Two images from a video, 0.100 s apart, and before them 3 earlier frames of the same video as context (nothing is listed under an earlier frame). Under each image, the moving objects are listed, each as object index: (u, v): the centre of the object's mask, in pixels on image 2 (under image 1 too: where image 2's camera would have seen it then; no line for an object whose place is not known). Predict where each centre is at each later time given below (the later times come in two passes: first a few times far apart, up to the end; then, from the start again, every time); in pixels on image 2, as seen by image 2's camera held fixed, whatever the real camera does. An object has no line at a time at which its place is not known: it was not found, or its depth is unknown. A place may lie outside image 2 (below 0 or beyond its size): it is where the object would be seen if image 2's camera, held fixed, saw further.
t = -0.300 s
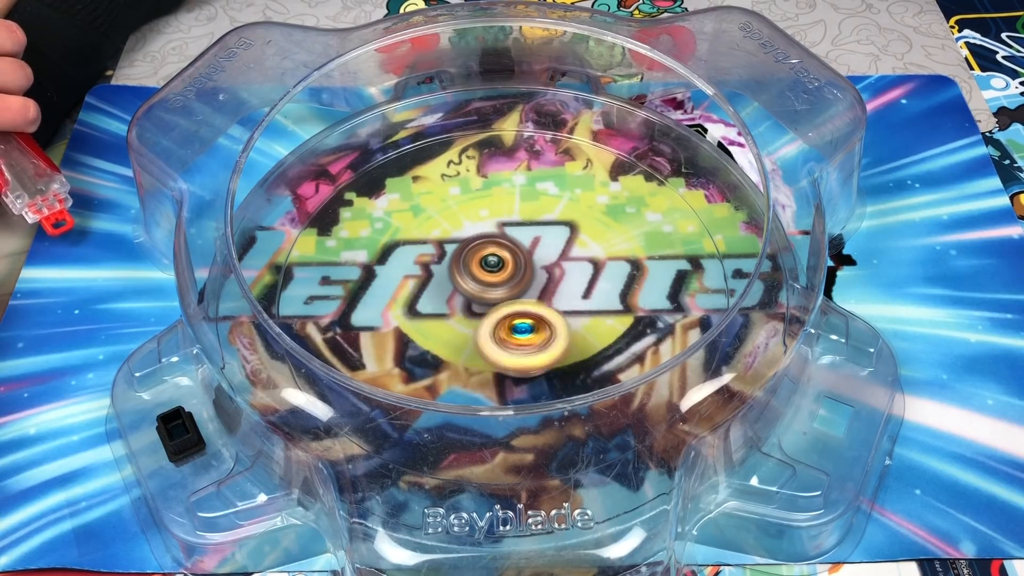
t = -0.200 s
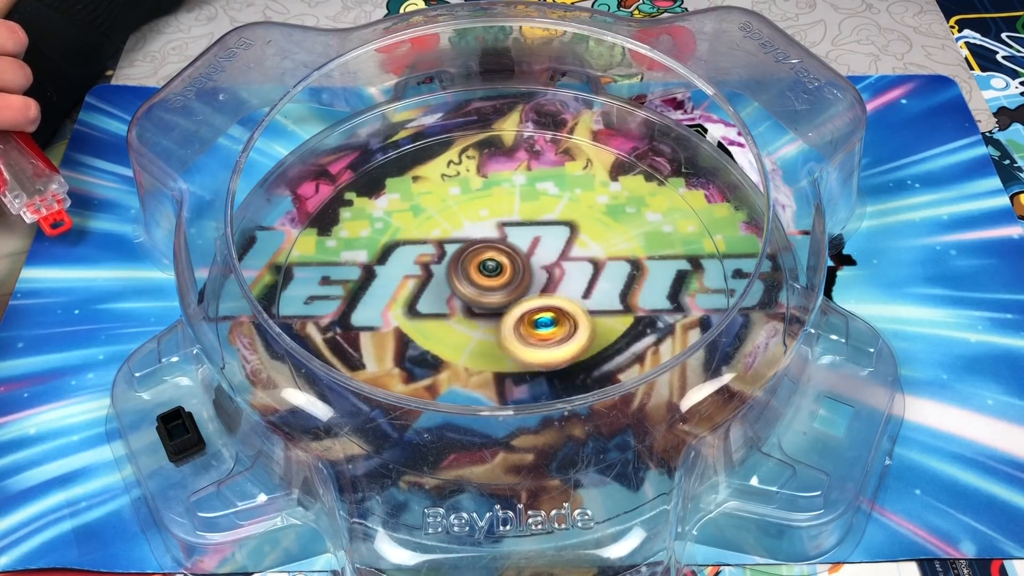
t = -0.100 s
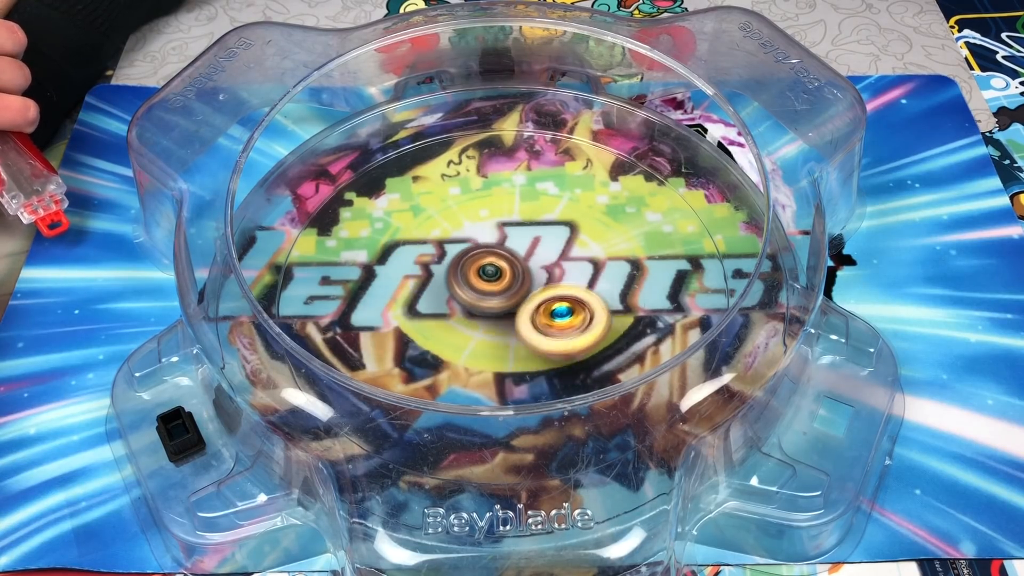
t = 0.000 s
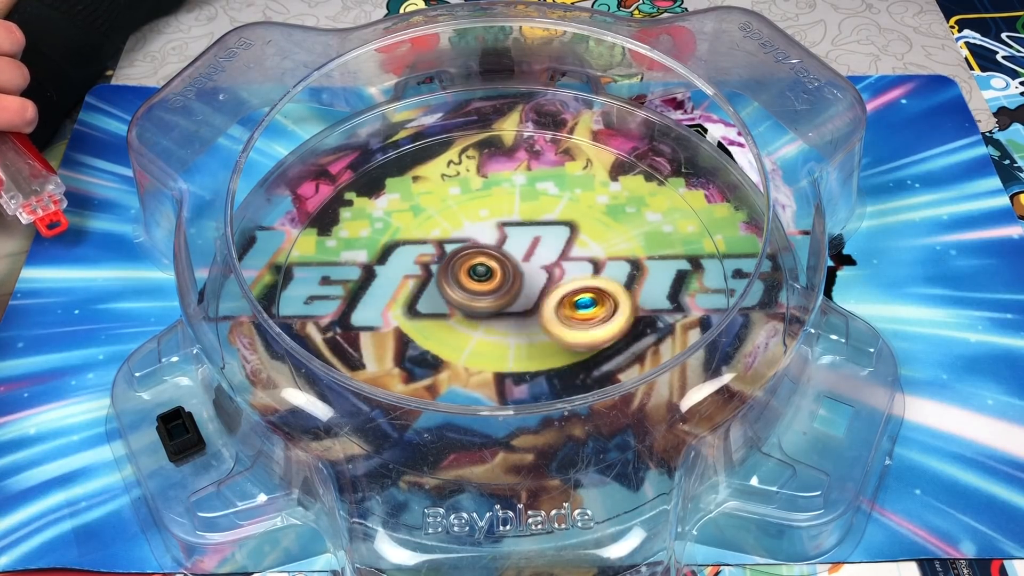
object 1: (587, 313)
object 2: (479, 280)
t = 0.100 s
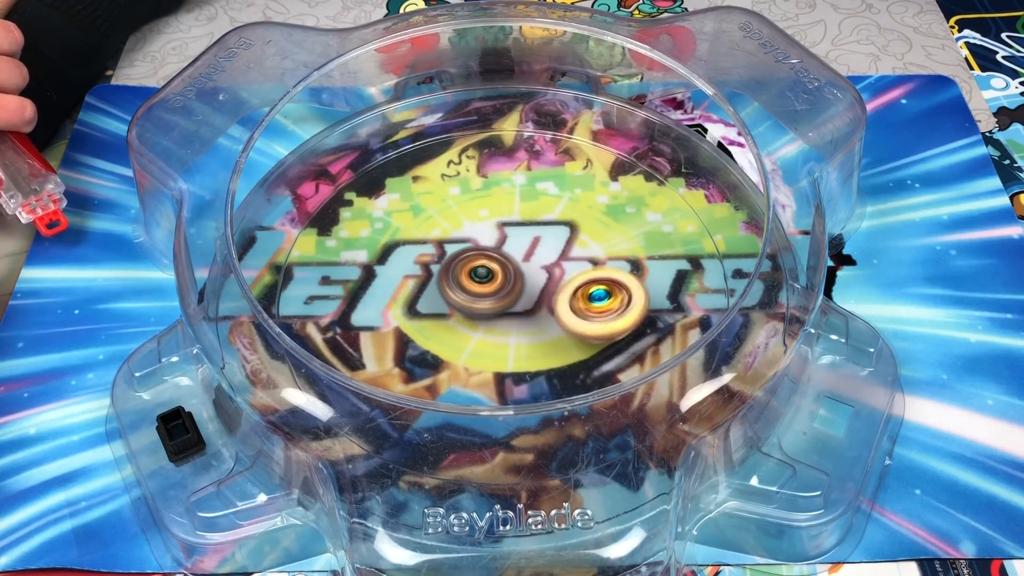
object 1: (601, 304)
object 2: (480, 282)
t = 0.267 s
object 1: (600, 287)
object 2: (486, 286)
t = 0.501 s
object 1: (577, 250)
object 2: (488, 291)
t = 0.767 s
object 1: (542, 201)
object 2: (491, 312)
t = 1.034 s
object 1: (513, 183)
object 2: (493, 314)
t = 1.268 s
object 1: (470, 224)
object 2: (499, 301)
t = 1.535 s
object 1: (399, 234)
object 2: (542, 324)
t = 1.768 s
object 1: (408, 278)
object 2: (531, 307)
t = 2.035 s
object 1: (451, 329)
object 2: (536, 288)
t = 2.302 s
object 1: (507, 350)
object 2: (523, 274)
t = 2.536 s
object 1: (565, 341)
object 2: (494, 258)
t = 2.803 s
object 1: (584, 298)
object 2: (481, 263)
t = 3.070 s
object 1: (560, 250)
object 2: (473, 281)
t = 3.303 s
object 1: (524, 222)
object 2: (482, 291)
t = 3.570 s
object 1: (467, 224)
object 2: (507, 295)
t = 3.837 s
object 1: (434, 257)
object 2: (521, 283)
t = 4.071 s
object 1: (433, 304)
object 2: (524, 269)
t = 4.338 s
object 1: (488, 332)
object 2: (509, 263)
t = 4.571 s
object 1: (550, 328)
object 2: (494, 267)
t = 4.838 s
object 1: (585, 284)
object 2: (491, 284)
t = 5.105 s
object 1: (576, 240)
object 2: (492, 294)
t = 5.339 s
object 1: (523, 222)
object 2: (501, 301)
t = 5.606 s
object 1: (467, 238)
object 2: (511, 306)
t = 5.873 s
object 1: (426, 277)
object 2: (557, 315)
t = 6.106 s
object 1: (450, 305)
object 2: (552, 309)
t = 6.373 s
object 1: (444, 321)
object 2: (582, 275)
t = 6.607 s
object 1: (440, 313)
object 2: (551, 267)
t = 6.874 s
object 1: (426, 301)
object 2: (523, 295)
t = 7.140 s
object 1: (430, 283)
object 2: (535, 309)
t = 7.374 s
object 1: (457, 261)
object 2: (527, 309)
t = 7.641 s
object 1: (450, 236)
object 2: (526, 309)
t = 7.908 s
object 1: (459, 252)
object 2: (520, 306)
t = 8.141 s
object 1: (472, 247)
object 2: (528, 308)
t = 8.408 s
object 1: (465, 245)
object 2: (523, 310)
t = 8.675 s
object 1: (468, 247)
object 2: (526, 322)
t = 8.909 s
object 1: (487, 238)
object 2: (519, 312)
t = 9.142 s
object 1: (489, 242)
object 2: (526, 304)
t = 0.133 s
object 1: (603, 301)
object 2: (481, 283)
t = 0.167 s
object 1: (604, 298)
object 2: (482, 284)
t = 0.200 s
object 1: (604, 295)
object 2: (483, 285)
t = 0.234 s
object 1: (603, 291)
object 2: (485, 286)
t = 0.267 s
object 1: (600, 287)
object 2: (486, 286)
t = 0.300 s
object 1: (595, 283)
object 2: (488, 287)
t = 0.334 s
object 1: (590, 278)
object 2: (490, 288)
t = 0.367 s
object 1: (584, 273)
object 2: (490, 289)
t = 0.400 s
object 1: (584, 266)
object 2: (487, 290)
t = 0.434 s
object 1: (582, 261)
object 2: (486, 291)
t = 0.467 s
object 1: (580, 255)
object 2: (486, 291)
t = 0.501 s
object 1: (577, 250)
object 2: (488, 291)
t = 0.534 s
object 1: (573, 244)
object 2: (489, 291)
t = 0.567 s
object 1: (569, 240)
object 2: (491, 291)
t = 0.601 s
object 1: (564, 235)
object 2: (493, 291)
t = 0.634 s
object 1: (558, 232)
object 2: (494, 291)
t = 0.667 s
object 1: (552, 228)
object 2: (496, 291)
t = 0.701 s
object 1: (546, 225)
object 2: (497, 292)
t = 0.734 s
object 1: (544, 212)
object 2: (493, 305)
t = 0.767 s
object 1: (542, 201)
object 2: (491, 312)
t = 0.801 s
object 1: (539, 194)
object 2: (490, 319)
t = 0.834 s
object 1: (537, 188)
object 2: (490, 321)
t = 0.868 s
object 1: (534, 184)
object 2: (490, 322)
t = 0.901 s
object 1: (531, 182)
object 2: (490, 321)
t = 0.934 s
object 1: (528, 180)
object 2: (490, 320)
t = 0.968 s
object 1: (524, 179)
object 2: (491, 318)
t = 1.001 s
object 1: (519, 180)
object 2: (492, 316)
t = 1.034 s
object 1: (513, 183)
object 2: (493, 314)
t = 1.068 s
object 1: (508, 186)
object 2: (493, 312)
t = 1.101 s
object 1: (502, 191)
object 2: (494, 310)
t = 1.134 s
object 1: (496, 196)
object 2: (495, 308)
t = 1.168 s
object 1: (489, 202)
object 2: (496, 307)
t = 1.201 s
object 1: (483, 209)
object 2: (497, 305)
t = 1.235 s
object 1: (476, 216)
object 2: (498, 302)
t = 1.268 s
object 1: (470, 224)
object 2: (499, 301)
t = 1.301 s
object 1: (463, 231)
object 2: (501, 301)
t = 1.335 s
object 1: (446, 226)
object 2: (515, 311)
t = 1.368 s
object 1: (432, 223)
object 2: (527, 319)
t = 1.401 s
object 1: (423, 224)
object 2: (536, 324)
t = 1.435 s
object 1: (415, 225)
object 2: (541, 326)
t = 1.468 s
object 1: (408, 227)
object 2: (543, 326)
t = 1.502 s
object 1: (403, 230)
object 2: (543, 326)
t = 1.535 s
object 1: (399, 234)
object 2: (542, 324)
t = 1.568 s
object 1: (397, 239)
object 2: (541, 322)
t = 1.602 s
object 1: (395, 245)
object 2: (539, 321)
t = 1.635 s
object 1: (395, 252)
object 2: (538, 318)
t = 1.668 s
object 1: (397, 258)
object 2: (536, 315)
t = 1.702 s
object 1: (399, 264)
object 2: (535, 313)
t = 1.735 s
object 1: (403, 271)
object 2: (533, 310)
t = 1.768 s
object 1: (408, 278)
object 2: (531, 307)
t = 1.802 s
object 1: (414, 286)
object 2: (529, 305)
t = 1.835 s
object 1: (420, 293)
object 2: (528, 303)
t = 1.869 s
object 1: (427, 300)
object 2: (527, 300)
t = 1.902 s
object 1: (432, 306)
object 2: (528, 298)
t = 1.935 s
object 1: (436, 311)
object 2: (533, 295)
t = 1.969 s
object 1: (441, 317)
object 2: (534, 292)
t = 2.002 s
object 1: (448, 323)
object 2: (533, 291)
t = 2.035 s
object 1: (451, 329)
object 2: (536, 288)
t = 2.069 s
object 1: (455, 334)
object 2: (536, 284)
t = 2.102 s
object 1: (461, 339)
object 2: (535, 282)
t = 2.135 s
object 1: (468, 343)
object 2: (534, 280)
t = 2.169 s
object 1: (475, 347)
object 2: (532, 278)
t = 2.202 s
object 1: (482, 349)
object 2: (530, 277)
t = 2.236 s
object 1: (490, 350)
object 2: (527, 276)
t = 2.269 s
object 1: (498, 350)
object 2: (525, 275)
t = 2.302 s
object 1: (507, 350)
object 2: (523, 274)
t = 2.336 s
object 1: (515, 348)
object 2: (520, 274)
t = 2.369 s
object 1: (523, 346)
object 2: (518, 273)
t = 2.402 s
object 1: (531, 342)
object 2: (515, 272)
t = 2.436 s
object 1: (539, 341)
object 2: (511, 271)
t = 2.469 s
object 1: (550, 343)
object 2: (504, 265)
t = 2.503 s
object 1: (558, 343)
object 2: (498, 260)
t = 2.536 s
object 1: (565, 341)
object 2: (494, 258)
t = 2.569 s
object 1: (571, 337)
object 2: (491, 257)
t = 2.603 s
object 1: (576, 334)
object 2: (489, 257)
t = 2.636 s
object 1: (580, 329)
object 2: (487, 258)
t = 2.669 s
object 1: (583, 323)
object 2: (485, 259)
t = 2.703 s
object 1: (585, 317)
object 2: (484, 260)
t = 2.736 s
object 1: (586, 312)
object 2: (483, 260)
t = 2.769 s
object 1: (585, 305)
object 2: (482, 262)
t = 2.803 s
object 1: (584, 298)
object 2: (481, 263)
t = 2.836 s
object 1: (582, 292)
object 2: (480, 265)
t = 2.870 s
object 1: (578, 285)
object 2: (480, 267)
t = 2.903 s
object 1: (575, 279)
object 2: (480, 269)
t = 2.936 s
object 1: (571, 273)
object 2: (478, 271)
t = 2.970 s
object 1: (569, 268)
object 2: (476, 273)
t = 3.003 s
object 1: (565, 262)
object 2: (475, 276)
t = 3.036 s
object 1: (563, 256)
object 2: (474, 278)
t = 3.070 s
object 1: (560, 250)
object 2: (473, 281)
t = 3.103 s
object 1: (556, 243)
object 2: (472, 283)
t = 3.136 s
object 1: (552, 238)
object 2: (473, 285)
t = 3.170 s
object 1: (548, 234)
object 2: (474, 286)
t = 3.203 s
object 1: (542, 230)
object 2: (476, 288)
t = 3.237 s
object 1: (536, 227)
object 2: (477, 289)
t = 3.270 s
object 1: (530, 225)
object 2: (480, 290)
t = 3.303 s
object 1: (524, 222)
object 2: (482, 291)
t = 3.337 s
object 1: (517, 221)
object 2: (484, 292)
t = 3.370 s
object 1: (510, 221)
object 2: (487, 293)
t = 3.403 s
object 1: (503, 220)
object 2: (490, 294)
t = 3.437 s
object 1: (496, 220)
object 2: (493, 295)
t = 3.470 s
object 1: (489, 221)
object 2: (495, 295)
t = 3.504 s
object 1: (482, 221)
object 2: (498, 294)
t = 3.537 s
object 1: (475, 223)
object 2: (503, 295)
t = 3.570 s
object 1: (467, 224)
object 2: (507, 295)
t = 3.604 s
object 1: (460, 226)
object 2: (510, 294)
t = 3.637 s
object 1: (455, 229)
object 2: (512, 293)
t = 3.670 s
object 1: (449, 231)
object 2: (514, 292)
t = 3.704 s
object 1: (444, 235)
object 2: (516, 290)
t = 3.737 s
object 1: (440, 239)
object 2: (518, 289)
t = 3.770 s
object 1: (437, 245)
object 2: (519, 287)
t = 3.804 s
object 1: (435, 250)
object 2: (520, 285)
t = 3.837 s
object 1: (434, 257)
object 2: (521, 283)
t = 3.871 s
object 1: (433, 263)
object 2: (522, 282)
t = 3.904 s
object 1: (432, 270)
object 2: (523, 279)
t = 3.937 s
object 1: (432, 277)
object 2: (523, 277)
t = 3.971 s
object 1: (430, 283)
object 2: (525, 274)
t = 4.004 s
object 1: (430, 291)
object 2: (525, 272)
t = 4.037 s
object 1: (431, 297)
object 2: (525, 271)
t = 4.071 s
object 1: (433, 304)
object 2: (524, 269)
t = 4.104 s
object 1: (437, 309)
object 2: (523, 267)
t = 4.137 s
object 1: (442, 315)
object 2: (521, 266)
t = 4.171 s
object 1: (447, 319)
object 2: (520, 265)
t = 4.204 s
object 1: (454, 324)
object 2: (517, 264)
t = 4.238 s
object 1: (461, 327)
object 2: (515, 264)
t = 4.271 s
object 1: (470, 330)
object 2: (513, 263)
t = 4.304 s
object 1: (478, 332)
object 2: (511, 263)
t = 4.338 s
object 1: (488, 332)
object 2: (509, 263)
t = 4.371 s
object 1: (497, 333)
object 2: (506, 262)
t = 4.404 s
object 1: (505, 334)
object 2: (503, 262)
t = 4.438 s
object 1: (515, 333)
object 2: (501, 264)
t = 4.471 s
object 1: (523, 333)
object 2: (499, 265)
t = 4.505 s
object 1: (534, 332)
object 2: (496, 265)
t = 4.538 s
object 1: (542, 331)
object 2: (495, 266)
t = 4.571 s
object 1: (550, 328)
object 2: (494, 267)
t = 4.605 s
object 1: (558, 325)
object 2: (493, 269)
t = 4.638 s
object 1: (563, 320)
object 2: (492, 271)
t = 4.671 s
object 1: (568, 316)
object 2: (491, 273)
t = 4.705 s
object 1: (572, 310)
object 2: (491, 275)
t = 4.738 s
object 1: (576, 304)
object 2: (491, 277)
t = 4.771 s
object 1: (578, 298)
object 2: (491, 279)
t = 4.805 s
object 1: (581, 291)
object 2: (492, 281)
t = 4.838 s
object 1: (585, 284)
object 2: (491, 284)
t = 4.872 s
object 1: (591, 275)
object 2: (483, 286)
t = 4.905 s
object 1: (594, 269)
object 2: (482, 289)
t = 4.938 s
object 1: (594, 264)
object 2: (484, 291)
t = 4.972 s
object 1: (593, 259)
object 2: (486, 291)
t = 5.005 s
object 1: (590, 253)
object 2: (487, 292)
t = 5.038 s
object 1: (587, 248)
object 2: (488, 293)
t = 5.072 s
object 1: (582, 244)
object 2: (490, 294)
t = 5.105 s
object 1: (576, 240)
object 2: (492, 294)
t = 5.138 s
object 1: (570, 237)
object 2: (494, 294)
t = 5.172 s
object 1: (562, 235)
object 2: (496, 294)
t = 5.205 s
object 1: (554, 232)
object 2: (497, 294)
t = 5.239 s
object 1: (545, 231)
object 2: (498, 295)
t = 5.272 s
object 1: (538, 225)
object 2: (499, 300)
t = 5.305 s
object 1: (531, 223)
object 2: (500, 302)
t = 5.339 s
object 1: (523, 222)
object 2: (501, 301)
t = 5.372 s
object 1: (514, 222)
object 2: (502, 300)
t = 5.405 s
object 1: (506, 223)
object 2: (502, 299)
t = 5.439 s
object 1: (499, 225)
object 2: (504, 298)
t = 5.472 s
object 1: (492, 223)
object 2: (507, 303)
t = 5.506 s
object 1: (483, 224)
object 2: (509, 307)
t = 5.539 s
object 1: (476, 228)
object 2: (511, 307)
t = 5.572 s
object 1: (471, 233)
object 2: (512, 306)
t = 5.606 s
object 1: (467, 238)
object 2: (511, 306)
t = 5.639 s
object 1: (462, 244)
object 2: (514, 307)
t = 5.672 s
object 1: (455, 247)
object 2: (522, 310)
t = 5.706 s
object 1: (451, 253)
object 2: (525, 310)
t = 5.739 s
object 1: (451, 262)
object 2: (525, 309)
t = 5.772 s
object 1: (450, 267)
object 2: (525, 310)
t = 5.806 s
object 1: (440, 269)
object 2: (538, 314)
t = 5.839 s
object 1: (430, 273)
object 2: (549, 314)
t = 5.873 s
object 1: (426, 277)
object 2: (557, 315)
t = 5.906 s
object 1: (425, 281)
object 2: (559, 313)
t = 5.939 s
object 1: (426, 286)
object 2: (558, 312)
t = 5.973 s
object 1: (428, 291)
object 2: (557, 311)
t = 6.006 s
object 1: (433, 296)
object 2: (556, 310)
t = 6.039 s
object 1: (438, 299)
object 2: (555, 310)
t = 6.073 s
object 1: (443, 303)
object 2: (554, 309)
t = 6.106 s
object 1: (450, 305)
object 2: (552, 309)
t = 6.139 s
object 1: (457, 307)
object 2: (551, 308)
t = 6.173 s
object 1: (448, 313)
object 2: (567, 301)
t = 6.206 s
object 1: (437, 319)
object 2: (581, 290)
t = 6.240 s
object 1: (432, 322)
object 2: (589, 282)
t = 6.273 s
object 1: (432, 324)
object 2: (591, 275)
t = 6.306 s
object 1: (434, 323)
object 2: (588, 273)
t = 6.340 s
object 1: (438, 323)
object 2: (585, 274)
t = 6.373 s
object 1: (444, 321)
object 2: (582, 275)
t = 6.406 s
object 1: (449, 318)
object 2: (578, 276)
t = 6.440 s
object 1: (454, 314)
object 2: (573, 276)
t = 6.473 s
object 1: (458, 311)
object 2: (566, 277)
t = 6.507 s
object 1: (463, 308)
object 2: (557, 278)
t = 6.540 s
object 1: (460, 309)
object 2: (551, 279)
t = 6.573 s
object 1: (449, 310)
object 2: (553, 273)
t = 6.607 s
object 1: (440, 313)
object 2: (551, 267)
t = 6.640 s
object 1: (434, 315)
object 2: (548, 269)
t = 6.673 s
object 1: (432, 314)
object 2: (546, 269)
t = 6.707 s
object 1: (430, 311)
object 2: (545, 275)
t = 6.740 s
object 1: (427, 309)
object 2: (541, 277)
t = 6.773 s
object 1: (425, 307)
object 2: (536, 282)
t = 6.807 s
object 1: (424, 305)
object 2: (532, 286)
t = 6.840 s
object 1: (424, 303)
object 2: (527, 292)
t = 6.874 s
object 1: (426, 301)
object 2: (523, 295)
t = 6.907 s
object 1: (424, 298)
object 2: (525, 298)
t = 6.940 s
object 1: (423, 297)
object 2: (529, 301)
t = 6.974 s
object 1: (421, 294)
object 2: (531, 304)
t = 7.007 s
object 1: (421, 293)
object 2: (532, 307)
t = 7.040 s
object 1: (424, 290)
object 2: (535, 309)
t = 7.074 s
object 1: (426, 289)
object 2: (536, 309)
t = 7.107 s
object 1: (428, 285)
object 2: (536, 309)
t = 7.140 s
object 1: (430, 283)
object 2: (535, 309)
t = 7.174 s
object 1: (434, 280)
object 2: (534, 309)
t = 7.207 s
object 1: (438, 277)
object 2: (532, 310)
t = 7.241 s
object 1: (442, 273)
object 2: (531, 310)
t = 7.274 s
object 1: (446, 270)
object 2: (531, 311)
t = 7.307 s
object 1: (450, 267)
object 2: (530, 310)
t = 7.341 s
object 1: (453, 264)
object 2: (529, 310)
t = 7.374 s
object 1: (457, 261)
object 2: (527, 309)
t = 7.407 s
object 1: (460, 257)
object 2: (525, 308)
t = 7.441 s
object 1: (458, 252)
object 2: (526, 308)
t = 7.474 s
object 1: (456, 247)
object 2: (528, 307)
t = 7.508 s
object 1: (453, 243)
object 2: (528, 306)
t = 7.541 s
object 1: (452, 242)
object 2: (527, 306)
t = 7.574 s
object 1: (452, 239)
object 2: (526, 307)
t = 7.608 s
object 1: (451, 237)
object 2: (525, 308)
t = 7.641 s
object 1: (450, 236)
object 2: (526, 309)
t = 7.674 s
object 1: (448, 236)
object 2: (527, 308)
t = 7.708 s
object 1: (446, 236)
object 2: (527, 307)
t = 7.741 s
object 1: (445, 238)
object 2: (525, 305)
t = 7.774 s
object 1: (446, 240)
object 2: (523, 305)
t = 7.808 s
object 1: (448, 244)
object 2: (521, 306)
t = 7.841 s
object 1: (451, 247)
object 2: (521, 306)
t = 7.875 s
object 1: (455, 250)
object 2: (521, 307)
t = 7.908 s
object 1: (459, 252)
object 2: (520, 306)
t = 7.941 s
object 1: (462, 253)
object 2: (519, 306)
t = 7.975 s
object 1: (463, 253)
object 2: (521, 309)
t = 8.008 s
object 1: (467, 253)
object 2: (522, 308)
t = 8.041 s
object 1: (470, 252)
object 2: (525, 309)
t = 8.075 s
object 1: (472, 250)
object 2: (527, 309)
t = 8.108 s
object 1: (475, 249)
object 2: (527, 308)
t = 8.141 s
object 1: (472, 247)
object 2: (528, 308)
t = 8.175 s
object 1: (470, 246)
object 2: (527, 306)
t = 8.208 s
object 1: (471, 245)
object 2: (523, 305)
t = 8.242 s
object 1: (471, 243)
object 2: (523, 307)
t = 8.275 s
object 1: (465, 240)
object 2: (525, 310)
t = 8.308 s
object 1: (461, 243)
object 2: (528, 310)
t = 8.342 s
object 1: (461, 245)
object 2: (528, 309)
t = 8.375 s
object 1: (463, 246)
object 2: (526, 308)
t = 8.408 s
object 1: (465, 245)
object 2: (523, 310)
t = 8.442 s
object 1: (467, 247)
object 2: (521, 310)
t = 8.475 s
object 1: (466, 249)
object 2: (518, 309)
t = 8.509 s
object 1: (467, 250)
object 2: (516, 310)
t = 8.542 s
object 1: (462, 249)
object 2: (523, 315)
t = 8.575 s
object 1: (462, 247)
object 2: (524, 318)
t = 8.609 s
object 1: (460, 248)
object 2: (525, 321)
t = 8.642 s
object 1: (462, 247)
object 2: (525, 323)
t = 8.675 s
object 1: (468, 247)
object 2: (526, 322)
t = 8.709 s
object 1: (472, 246)
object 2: (526, 323)
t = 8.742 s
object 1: (476, 244)
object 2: (525, 322)
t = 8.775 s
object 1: (481, 241)
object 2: (523, 321)
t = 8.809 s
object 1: (482, 240)
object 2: (523, 319)
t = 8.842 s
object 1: (481, 238)
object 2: (522, 318)
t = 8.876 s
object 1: (484, 237)
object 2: (520, 316)
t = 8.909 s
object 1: (487, 238)
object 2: (519, 312)
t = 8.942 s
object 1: (488, 237)
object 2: (517, 311)
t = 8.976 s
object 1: (487, 231)
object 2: (523, 311)
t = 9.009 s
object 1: (483, 231)
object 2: (525, 311)
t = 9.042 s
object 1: (481, 231)
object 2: (526, 309)
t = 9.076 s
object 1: (483, 237)
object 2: (525, 307)
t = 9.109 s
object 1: (486, 240)
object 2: (522, 304)
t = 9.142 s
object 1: (489, 242)
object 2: (526, 304)
